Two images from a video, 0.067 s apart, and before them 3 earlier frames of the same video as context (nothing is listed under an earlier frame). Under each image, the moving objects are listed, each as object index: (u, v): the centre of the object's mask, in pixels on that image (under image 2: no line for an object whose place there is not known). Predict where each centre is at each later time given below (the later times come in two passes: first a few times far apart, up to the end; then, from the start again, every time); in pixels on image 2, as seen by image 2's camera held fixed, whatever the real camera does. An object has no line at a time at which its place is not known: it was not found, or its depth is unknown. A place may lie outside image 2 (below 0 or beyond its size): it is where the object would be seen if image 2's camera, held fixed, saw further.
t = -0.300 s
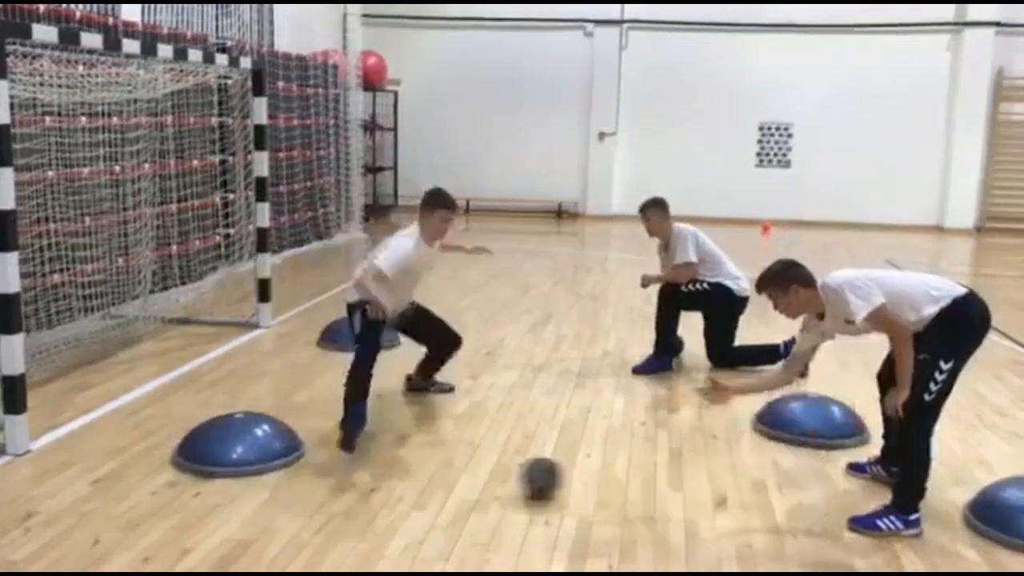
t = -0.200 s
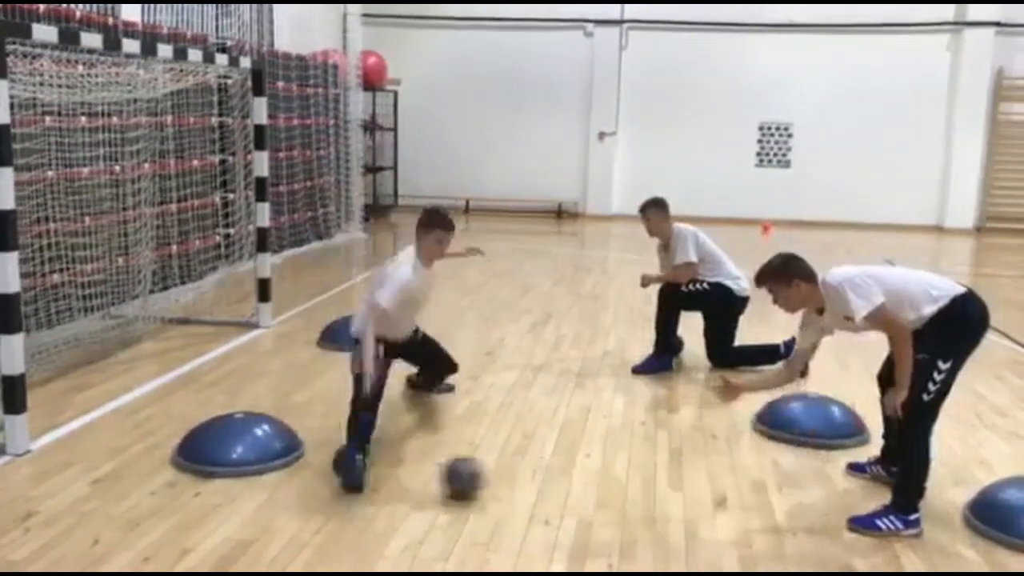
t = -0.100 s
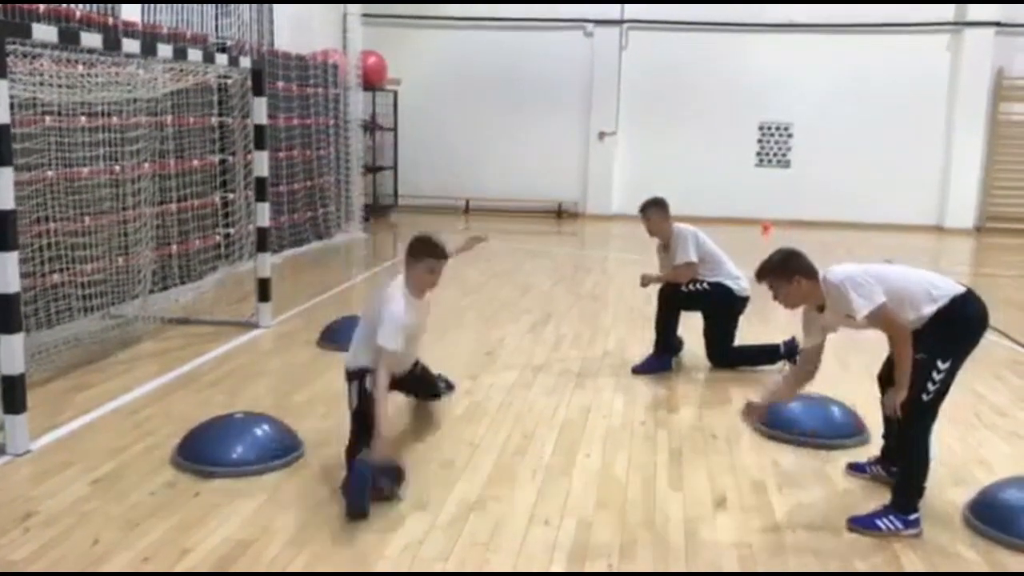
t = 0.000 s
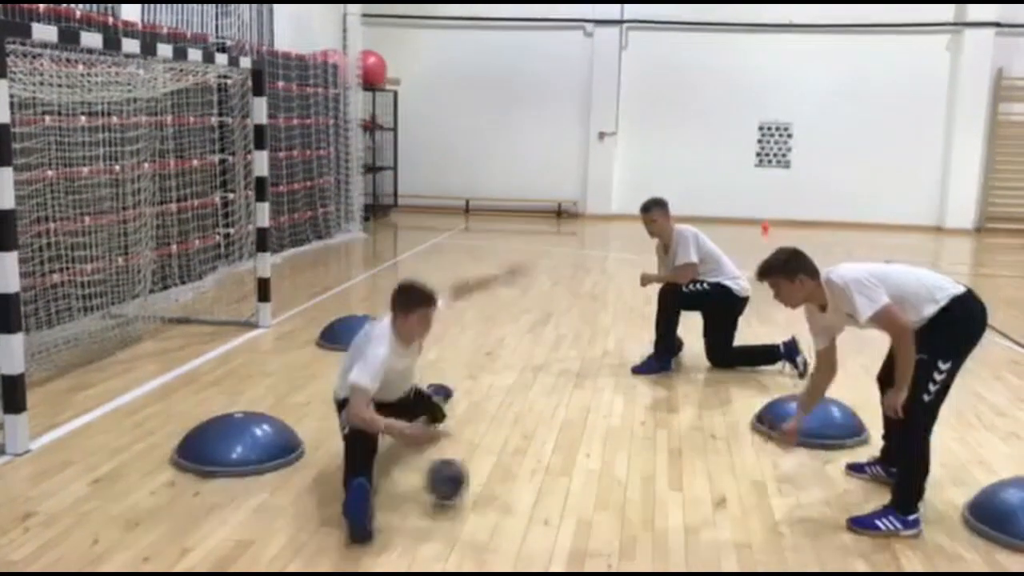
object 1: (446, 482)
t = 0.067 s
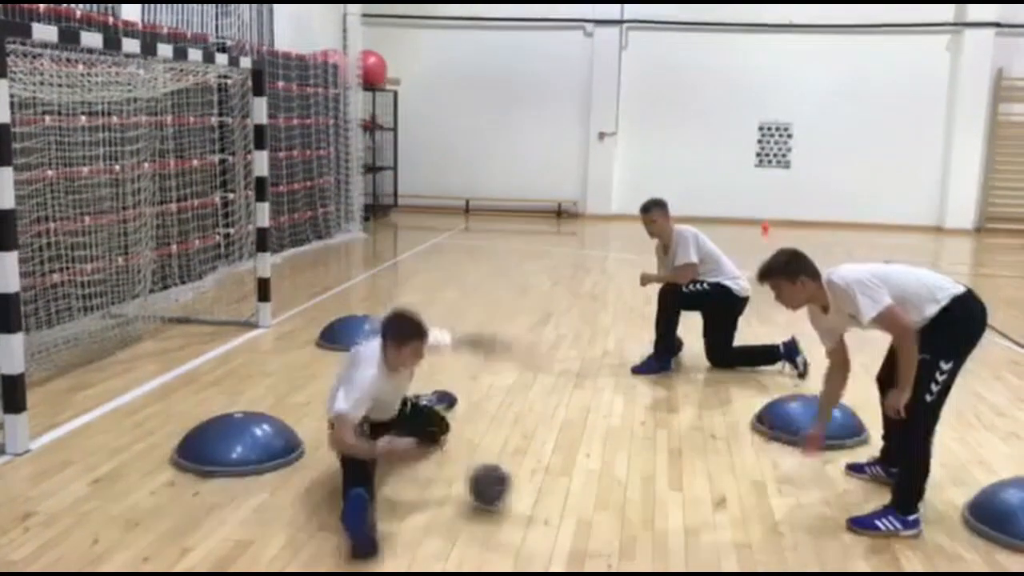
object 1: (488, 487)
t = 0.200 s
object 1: (574, 501)
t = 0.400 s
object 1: (699, 514)
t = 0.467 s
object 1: (741, 517)
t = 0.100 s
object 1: (509, 493)
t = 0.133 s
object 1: (531, 493)
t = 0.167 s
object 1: (553, 497)
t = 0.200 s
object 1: (574, 501)
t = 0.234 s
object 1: (595, 502)
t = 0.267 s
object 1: (615, 503)
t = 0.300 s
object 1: (636, 507)
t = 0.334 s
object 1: (657, 509)
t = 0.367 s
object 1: (678, 510)
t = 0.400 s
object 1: (699, 514)
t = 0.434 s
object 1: (719, 515)
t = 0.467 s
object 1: (741, 517)
